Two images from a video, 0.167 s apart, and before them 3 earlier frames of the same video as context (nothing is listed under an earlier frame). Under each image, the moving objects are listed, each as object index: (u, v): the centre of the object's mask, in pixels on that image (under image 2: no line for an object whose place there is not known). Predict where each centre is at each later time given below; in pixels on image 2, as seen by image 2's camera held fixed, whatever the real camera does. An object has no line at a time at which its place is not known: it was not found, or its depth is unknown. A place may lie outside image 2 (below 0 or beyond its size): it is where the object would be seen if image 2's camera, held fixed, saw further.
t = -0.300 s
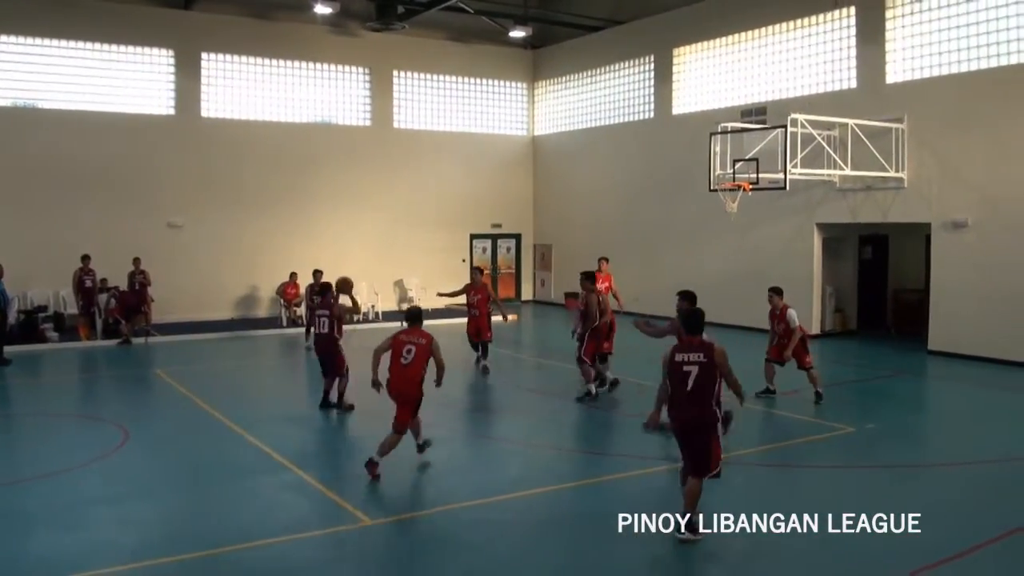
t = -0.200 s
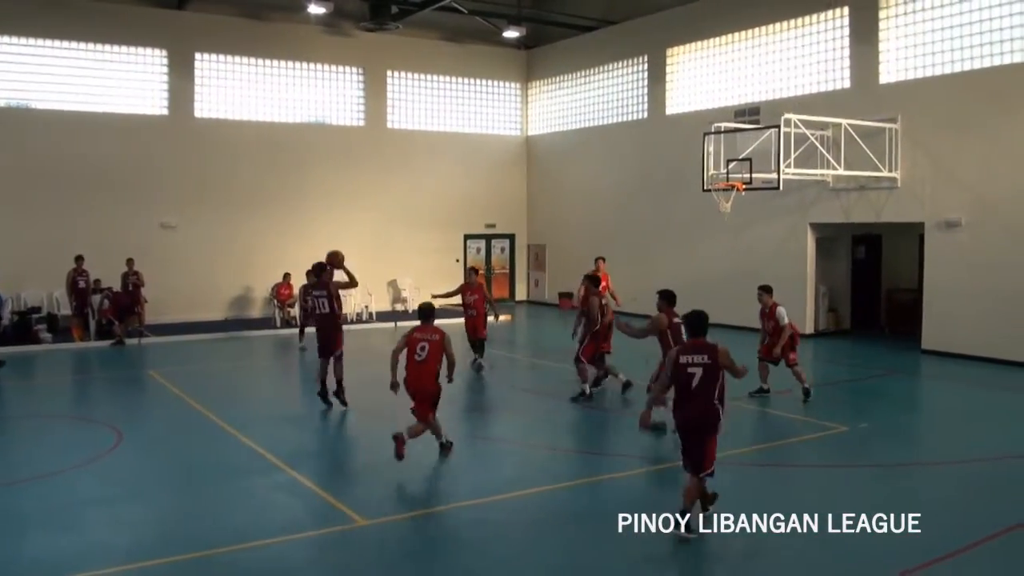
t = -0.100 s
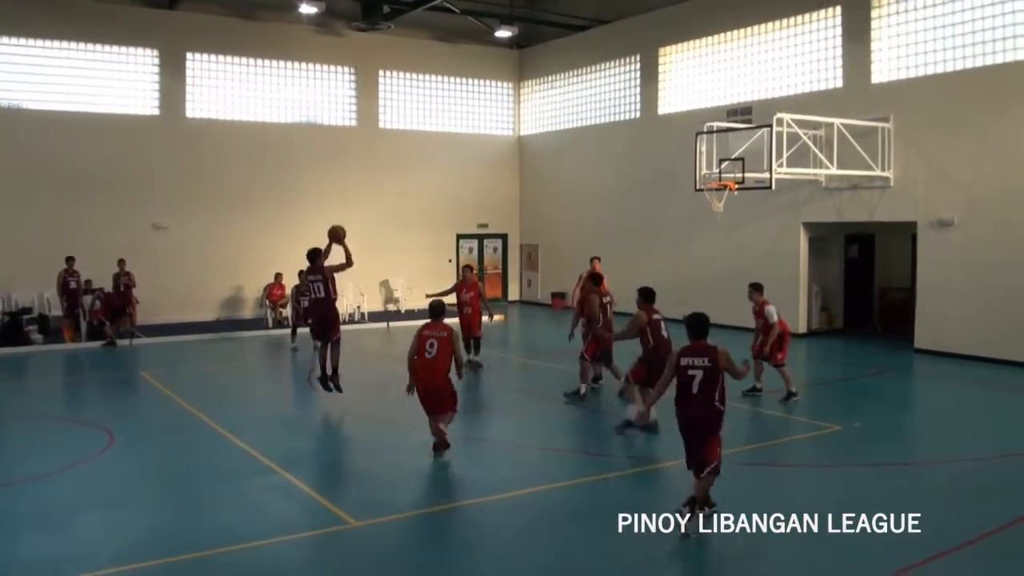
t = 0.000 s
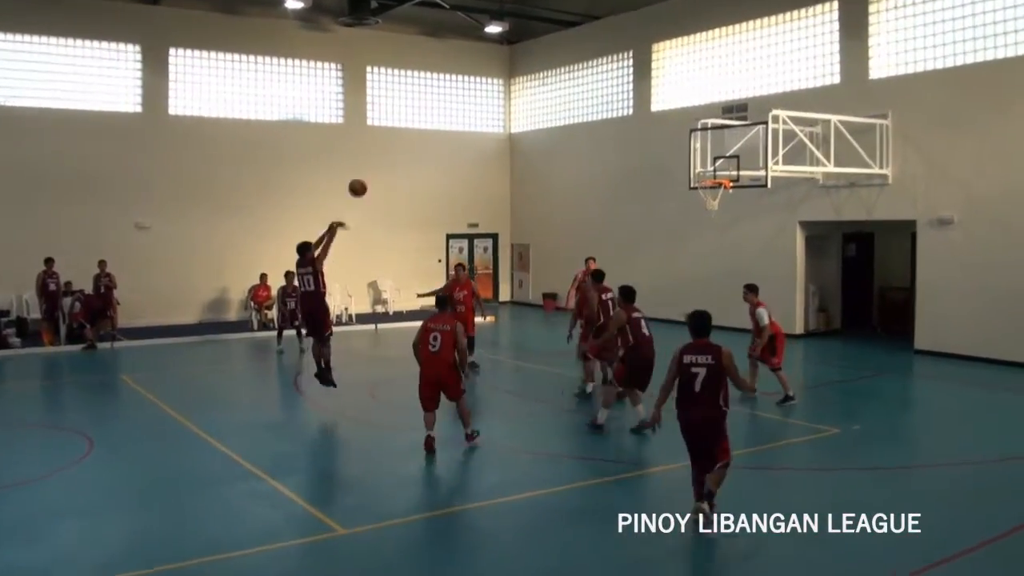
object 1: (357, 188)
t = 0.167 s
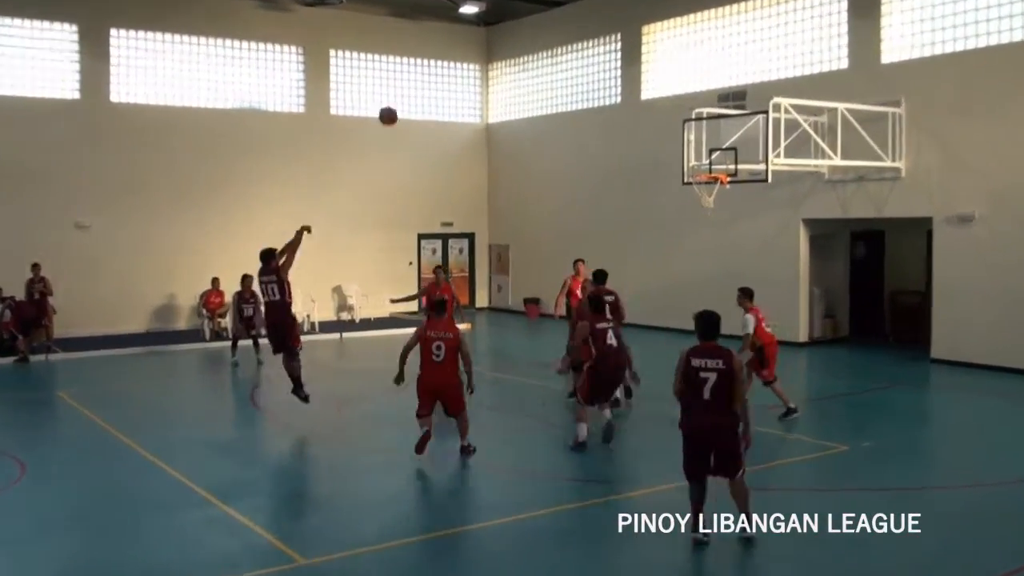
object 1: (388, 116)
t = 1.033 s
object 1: (660, 134)
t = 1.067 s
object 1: (667, 144)
